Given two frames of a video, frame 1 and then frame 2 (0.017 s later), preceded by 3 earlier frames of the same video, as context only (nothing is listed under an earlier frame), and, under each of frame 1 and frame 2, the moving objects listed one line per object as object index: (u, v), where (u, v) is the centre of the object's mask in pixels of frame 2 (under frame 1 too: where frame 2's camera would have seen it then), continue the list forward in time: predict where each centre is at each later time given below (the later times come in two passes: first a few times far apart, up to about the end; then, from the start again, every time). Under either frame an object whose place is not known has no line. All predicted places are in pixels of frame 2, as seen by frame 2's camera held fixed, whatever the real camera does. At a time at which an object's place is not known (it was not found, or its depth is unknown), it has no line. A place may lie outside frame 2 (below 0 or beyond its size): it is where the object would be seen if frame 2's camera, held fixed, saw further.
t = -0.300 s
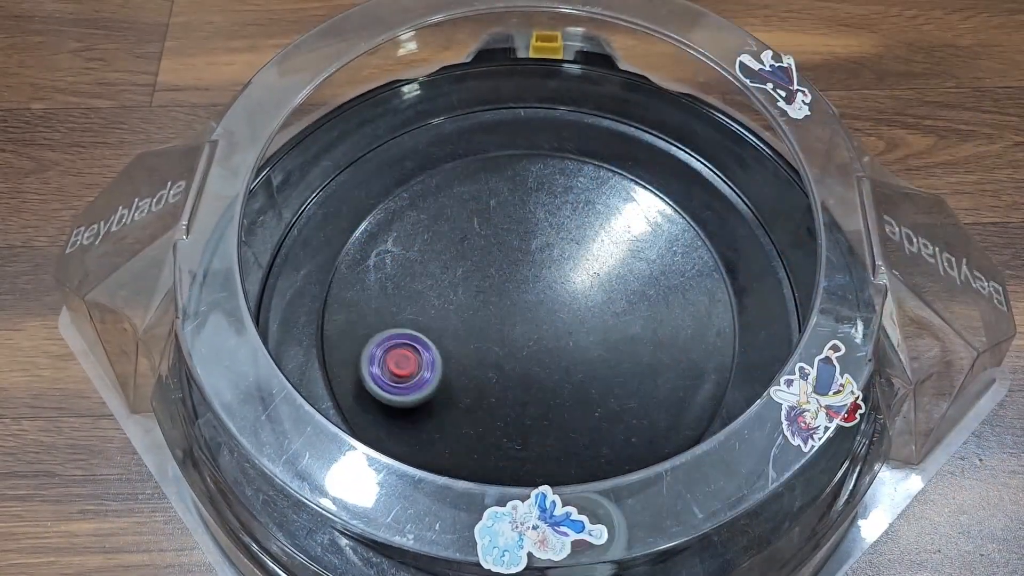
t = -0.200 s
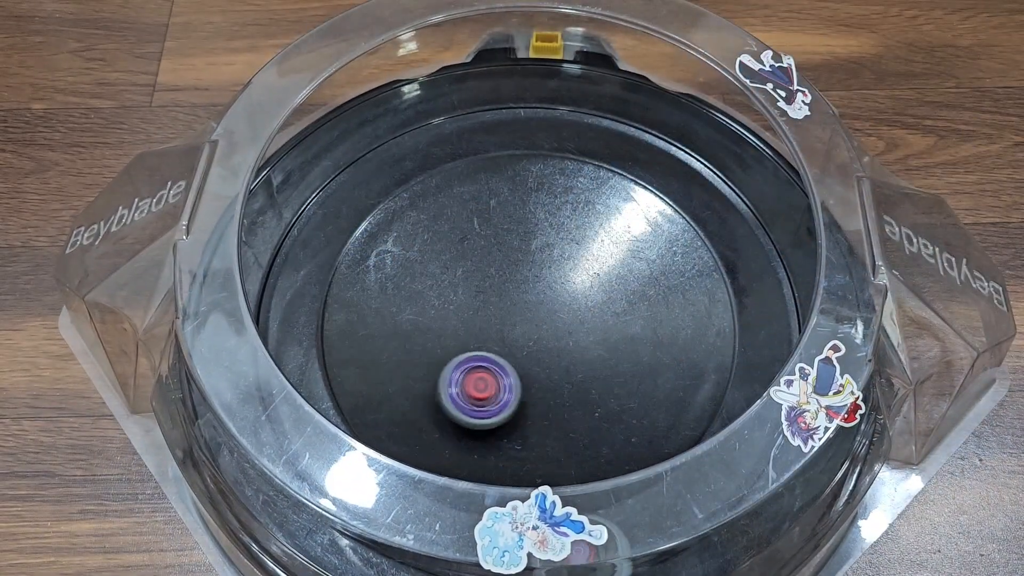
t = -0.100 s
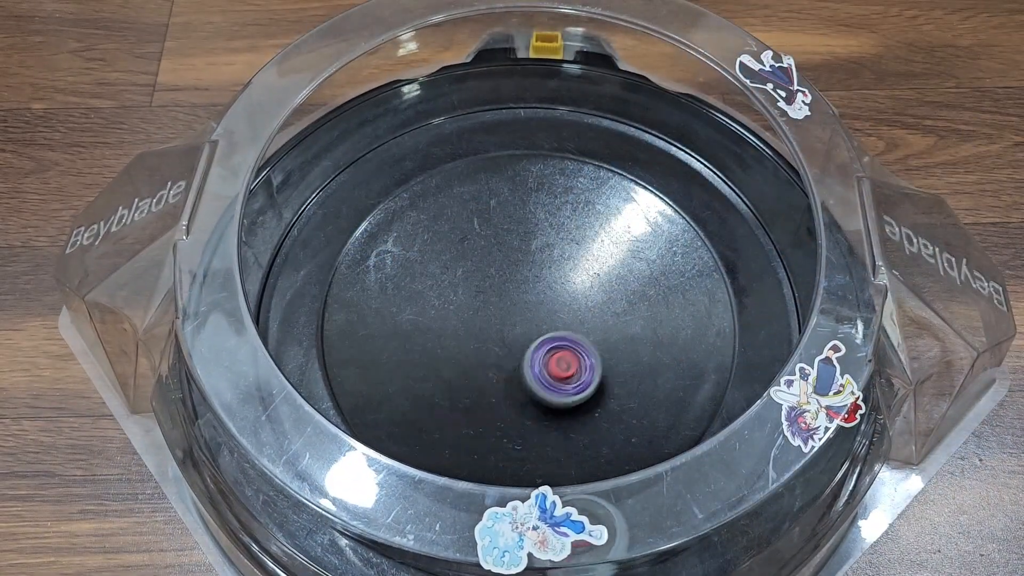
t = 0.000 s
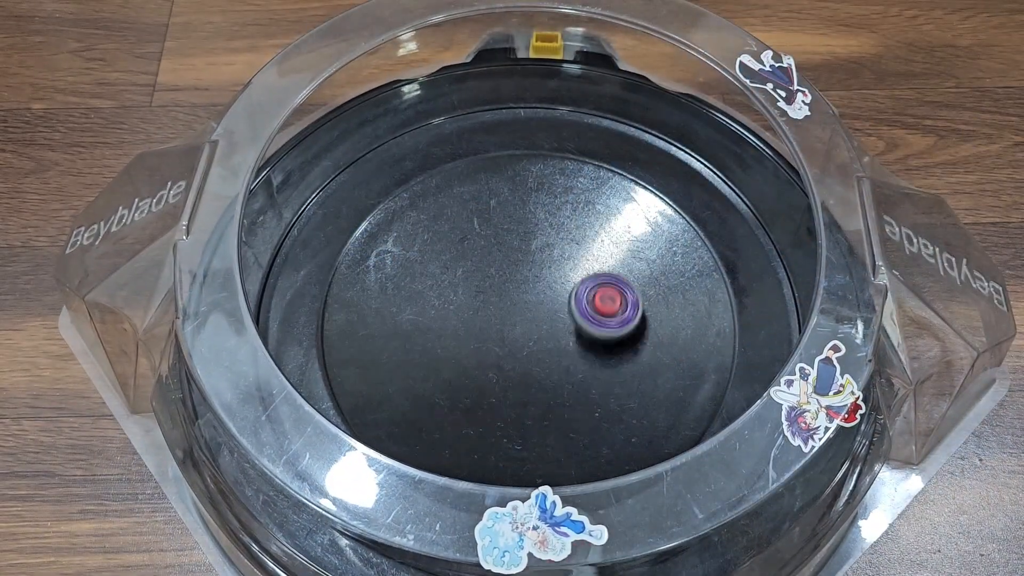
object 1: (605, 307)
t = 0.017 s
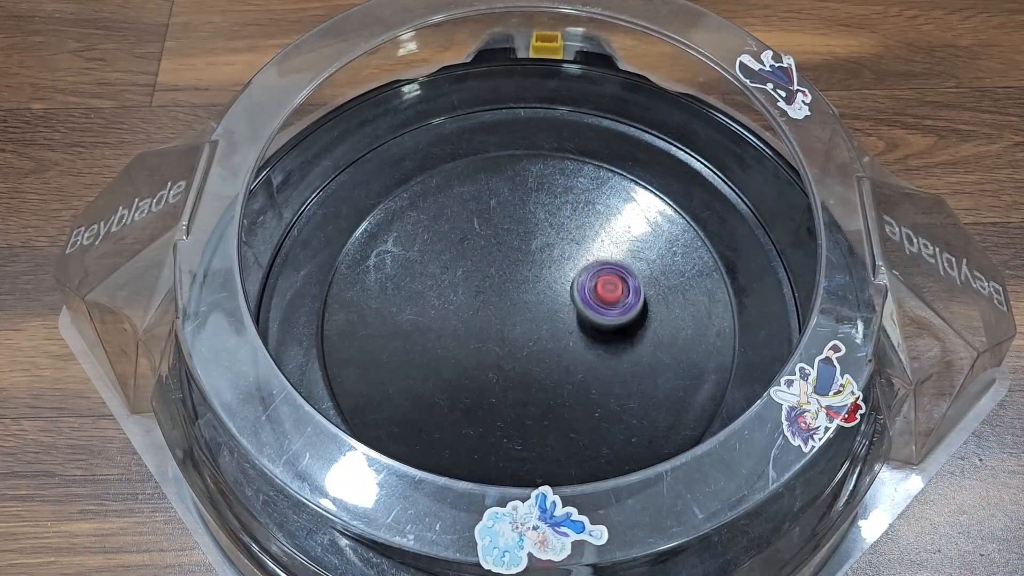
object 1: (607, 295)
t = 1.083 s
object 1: (644, 262)
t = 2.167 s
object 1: (672, 257)
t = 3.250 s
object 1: (566, 282)
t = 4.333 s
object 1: (444, 364)
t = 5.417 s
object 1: (524, 368)
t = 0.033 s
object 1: (608, 283)
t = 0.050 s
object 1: (607, 271)
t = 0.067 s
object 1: (604, 260)
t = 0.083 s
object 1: (601, 249)
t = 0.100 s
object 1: (598, 239)
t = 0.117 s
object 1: (593, 230)
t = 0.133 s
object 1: (588, 220)
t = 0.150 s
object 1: (582, 211)
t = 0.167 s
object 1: (575, 201)
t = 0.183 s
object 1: (569, 194)
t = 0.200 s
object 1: (561, 187)
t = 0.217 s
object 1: (554, 180)
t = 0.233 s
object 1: (546, 175)
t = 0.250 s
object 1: (538, 170)
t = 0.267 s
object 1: (530, 166)
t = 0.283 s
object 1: (521, 162)
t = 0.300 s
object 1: (512, 160)
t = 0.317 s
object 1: (503, 158)
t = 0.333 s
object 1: (494, 157)
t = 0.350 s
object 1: (484, 156)
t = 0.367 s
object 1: (475, 157)
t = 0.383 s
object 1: (466, 159)
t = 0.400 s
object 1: (458, 162)
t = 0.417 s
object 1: (450, 165)
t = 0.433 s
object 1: (442, 170)
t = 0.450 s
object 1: (435, 175)
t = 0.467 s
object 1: (430, 181)
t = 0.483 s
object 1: (425, 189)
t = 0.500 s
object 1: (420, 197)
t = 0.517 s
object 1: (416, 206)
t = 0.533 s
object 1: (413, 215)
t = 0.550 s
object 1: (411, 225)
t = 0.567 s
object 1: (409, 235)
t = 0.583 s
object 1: (410, 246)
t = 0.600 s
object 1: (411, 257)
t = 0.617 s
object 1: (414, 267)
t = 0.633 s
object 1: (417, 279)
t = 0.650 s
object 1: (421, 289)
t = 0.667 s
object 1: (426, 300)
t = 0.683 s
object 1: (433, 310)
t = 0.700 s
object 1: (440, 320)
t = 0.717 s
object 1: (449, 330)
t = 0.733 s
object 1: (459, 339)
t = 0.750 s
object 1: (470, 346)
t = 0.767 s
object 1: (482, 353)
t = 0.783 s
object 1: (494, 358)
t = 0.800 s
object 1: (507, 362)
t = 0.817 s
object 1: (520, 364)
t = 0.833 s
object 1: (534, 365)
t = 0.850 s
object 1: (546, 365)
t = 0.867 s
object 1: (559, 363)
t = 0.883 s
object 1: (571, 360)
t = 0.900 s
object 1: (583, 355)
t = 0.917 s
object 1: (594, 349)
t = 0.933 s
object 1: (604, 342)
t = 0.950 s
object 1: (613, 335)
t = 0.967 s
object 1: (620, 326)
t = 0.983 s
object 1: (627, 317)
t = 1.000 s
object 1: (632, 308)
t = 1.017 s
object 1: (636, 298)
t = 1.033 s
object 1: (639, 289)
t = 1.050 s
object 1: (641, 279)
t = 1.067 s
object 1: (643, 270)
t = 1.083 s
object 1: (644, 262)
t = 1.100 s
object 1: (643, 252)
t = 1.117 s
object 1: (642, 242)
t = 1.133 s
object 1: (641, 235)
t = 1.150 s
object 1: (639, 227)
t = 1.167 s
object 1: (637, 219)
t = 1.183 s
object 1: (634, 212)
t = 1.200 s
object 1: (630, 204)
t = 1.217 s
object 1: (625, 198)
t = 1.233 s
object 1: (619, 193)
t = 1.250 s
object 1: (612, 184)
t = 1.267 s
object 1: (605, 183)
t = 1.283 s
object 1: (598, 180)
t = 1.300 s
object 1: (589, 175)
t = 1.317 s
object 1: (581, 173)
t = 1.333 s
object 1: (572, 172)
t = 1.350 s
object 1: (563, 172)
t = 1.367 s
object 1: (554, 174)
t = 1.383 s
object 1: (545, 176)
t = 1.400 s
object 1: (536, 179)
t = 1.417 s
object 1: (527, 184)
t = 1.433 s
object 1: (519, 189)
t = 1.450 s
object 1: (511, 195)
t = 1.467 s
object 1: (504, 202)
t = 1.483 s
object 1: (498, 210)
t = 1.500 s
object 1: (492, 219)
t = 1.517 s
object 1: (487, 228)
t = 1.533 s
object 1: (483, 237)
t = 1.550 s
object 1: (479, 247)
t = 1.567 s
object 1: (476, 258)
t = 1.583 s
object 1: (474, 268)
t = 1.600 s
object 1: (473, 279)
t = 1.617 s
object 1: (474, 290)
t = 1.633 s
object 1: (475, 301)
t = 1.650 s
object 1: (478, 312)
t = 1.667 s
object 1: (483, 322)
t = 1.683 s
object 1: (489, 331)
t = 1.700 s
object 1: (496, 340)
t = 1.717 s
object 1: (504, 347)
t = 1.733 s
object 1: (513, 354)
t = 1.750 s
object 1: (523, 360)
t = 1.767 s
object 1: (533, 365)
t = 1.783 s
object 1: (544, 369)
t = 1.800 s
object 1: (555, 371)
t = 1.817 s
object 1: (567, 372)
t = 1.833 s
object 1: (578, 372)
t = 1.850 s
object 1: (590, 370)
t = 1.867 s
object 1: (601, 368)
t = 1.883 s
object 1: (611, 364)
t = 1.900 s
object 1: (621, 360)
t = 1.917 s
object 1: (631, 356)
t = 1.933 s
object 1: (639, 351)
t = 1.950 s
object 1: (647, 345)
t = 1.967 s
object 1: (654, 339)
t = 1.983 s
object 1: (661, 333)
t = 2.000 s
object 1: (667, 326)
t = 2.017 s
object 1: (672, 320)
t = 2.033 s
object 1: (676, 313)
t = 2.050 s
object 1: (679, 306)
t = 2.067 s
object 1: (681, 299)
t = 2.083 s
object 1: (682, 292)
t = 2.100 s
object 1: (682, 285)
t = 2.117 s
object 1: (681, 277)
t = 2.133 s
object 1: (680, 271)
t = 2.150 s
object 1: (677, 264)
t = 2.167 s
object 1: (672, 257)
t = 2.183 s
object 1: (667, 250)
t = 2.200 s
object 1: (661, 246)
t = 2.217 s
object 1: (653, 241)
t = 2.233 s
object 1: (646, 239)
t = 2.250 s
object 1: (638, 236)
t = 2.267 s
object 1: (629, 233)
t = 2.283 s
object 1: (620, 232)
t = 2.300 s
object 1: (610, 231)
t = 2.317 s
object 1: (600, 231)
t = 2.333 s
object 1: (589, 232)
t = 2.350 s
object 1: (579, 234)
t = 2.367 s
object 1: (568, 234)
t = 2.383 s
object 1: (558, 238)
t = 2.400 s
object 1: (549, 242)
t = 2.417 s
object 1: (539, 247)
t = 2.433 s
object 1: (530, 253)
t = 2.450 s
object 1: (522, 260)
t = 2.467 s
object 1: (514, 267)
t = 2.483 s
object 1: (508, 276)
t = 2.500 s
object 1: (502, 284)
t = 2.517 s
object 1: (497, 293)
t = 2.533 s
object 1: (494, 302)
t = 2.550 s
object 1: (491, 312)
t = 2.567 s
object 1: (490, 322)
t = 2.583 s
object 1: (491, 332)
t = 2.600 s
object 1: (492, 341)
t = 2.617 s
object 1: (495, 351)
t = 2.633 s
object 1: (499, 360)
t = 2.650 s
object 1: (504, 368)
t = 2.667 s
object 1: (511, 376)
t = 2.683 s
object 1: (518, 384)
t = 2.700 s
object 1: (526, 390)
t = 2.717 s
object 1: (535, 396)
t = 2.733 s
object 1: (545, 400)
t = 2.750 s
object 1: (555, 404)
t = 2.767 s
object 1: (564, 407)
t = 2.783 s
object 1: (574, 409)
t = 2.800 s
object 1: (584, 410)
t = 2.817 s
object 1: (594, 410)
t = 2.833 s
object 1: (605, 409)
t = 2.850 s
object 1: (615, 407)
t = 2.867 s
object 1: (624, 405)
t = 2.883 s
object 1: (633, 402)
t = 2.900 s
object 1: (642, 398)
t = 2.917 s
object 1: (649, 393)
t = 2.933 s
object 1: (655, 387)
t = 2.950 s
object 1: (661, 380)
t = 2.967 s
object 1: (665, 374)
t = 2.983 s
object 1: (668, 366)
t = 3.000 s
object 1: (669, 359)
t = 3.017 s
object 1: (670, 351)
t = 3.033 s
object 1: (669, 343)
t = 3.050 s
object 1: (667, 336)
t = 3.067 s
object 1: (663, 328)
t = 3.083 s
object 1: (659, 321)
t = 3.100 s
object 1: (653, 315)
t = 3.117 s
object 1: (646, 308)
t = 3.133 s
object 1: (638, 303)
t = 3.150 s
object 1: (629, 298)
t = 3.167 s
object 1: (620, 293)
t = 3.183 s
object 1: (609, 289)
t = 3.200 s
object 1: (599, 287)
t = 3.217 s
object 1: (588, 284)
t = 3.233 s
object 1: (577, 283)
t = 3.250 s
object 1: (566, 282)
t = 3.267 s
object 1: (555, 283)
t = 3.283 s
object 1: (545, 285)
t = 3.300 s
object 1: (535, 287)
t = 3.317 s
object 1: (526, 291)
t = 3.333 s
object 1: (517, 295)
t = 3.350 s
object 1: (509, 301)
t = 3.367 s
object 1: (502, 307)
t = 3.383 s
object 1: (495, 314)
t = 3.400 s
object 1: (489, 322)
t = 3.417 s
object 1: (485, 330)
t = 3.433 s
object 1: (481, 338)
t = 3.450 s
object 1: (479, 346)
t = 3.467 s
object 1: (478, 354)
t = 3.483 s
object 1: (478, 363)
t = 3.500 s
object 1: (480, 372)
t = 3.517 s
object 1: (483, 380)
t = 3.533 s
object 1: (486, 388)
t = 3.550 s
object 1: (491, 395)
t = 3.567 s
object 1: (496, 402)
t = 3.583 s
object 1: (502, 409)
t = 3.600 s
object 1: (509, 415)
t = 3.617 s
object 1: (516, 420)
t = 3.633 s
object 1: (524, 425)
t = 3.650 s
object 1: (532, 428)
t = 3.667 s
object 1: (541, 431)
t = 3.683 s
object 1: (550, 432)
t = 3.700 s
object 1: (559, 432)
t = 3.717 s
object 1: (568, 431)
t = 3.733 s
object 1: (576, 429)
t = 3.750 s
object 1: (583, 426)
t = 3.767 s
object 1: (590, 421)
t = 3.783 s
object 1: (597, 416)
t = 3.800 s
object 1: (602, 410)
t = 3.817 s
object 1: (607, 404)
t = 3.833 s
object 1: (610, 396)
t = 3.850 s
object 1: (613, 388)
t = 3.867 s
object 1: (613, 380)
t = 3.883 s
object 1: (613, 372)
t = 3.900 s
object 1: (612, 363)
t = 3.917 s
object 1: (610, 354)
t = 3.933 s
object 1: (606, 346)
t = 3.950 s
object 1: (602, 338)
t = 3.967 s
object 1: (596, 330)
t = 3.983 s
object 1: (590, 323)
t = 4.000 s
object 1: (582, 317)
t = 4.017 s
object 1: (574, 311)
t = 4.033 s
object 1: (565, 306)
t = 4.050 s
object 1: (556, 303)
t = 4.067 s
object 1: (546, 300)
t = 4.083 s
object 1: (537, 298)
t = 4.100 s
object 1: (527, 297)
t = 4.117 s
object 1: (517, 297)
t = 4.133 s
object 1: (508, 298)
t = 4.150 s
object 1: (498, 299)
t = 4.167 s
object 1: (490, 302)
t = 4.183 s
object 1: (481, 306)
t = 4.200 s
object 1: (473, 310)
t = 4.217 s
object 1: (466, 315)
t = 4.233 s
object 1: (460, 321)
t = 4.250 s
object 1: (455, 327)
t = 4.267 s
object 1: (451, 334)
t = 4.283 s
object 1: (448, 341)
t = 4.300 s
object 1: (446, 349)
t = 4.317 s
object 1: (444, 356)
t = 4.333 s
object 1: (444, 364)
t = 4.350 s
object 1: (445, 371)
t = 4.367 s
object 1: (446, 378)
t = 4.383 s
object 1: (448, 385)
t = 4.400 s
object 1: (452, 392)
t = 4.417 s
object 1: (456, 398)
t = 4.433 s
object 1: (461, 404)
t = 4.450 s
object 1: (468, 408)
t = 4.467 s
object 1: (475, 412)
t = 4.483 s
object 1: (484, 415)
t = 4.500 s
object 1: (492, 417)
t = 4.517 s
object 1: (501, 418)
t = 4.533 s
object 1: (510, 418)
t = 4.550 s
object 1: (519, 416)
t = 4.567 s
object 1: (528, 413)
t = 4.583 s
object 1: (537, 409)
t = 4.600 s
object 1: (544, 404)
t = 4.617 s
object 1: (551, 398)
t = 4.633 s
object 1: (557, 391)
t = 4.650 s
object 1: (562, 384)
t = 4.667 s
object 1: (566, 375)
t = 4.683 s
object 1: (569, 367)
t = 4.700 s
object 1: (570, 358)
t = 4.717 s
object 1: (570, 350)
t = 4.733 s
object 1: (569, 341)
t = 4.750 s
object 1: (567, 333)
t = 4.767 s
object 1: (564, 324)
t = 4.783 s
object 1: (560, 316)
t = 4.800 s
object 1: (554, 309)
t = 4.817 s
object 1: (549, 302)
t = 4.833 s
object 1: (542, 296)
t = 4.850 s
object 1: (535, 290)
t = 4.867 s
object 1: (527, 285)
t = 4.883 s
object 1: (519, 281)
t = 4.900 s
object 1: (511, 278)
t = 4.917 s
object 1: (501, 275)
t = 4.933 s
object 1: (492, 274)
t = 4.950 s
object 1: (483, 274)
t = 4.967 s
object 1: (474, 275)
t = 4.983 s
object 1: (466, 276)
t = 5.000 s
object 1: (457, 279)
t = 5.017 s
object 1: (450, 282)
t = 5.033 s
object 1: (443, 286)
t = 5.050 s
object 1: (436, 290)
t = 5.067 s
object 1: (430, 295)
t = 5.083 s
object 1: (424, 300)
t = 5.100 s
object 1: (420, 305)
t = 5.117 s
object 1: (416, 311)
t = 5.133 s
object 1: (413, 317)
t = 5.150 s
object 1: (412, 324)
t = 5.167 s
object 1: (412, 330)
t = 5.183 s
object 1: (414, 337)
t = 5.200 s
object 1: (418, 344)
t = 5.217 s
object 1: (422, 351)
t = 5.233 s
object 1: (428, 357)
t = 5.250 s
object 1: (435, 363)
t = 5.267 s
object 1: (442, 368)
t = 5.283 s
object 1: (450, 372)
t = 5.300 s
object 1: (459, 375)
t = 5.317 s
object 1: (468, 377)
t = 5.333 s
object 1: (478, 378)
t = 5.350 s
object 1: (488, 378)
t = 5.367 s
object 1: (498, 377)
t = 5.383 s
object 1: (508, 375)
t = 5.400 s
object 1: (517, 372)
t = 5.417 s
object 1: (524, 368)
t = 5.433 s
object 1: (532, 363)
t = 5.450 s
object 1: (538, 357)
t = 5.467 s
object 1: (544, 351)
